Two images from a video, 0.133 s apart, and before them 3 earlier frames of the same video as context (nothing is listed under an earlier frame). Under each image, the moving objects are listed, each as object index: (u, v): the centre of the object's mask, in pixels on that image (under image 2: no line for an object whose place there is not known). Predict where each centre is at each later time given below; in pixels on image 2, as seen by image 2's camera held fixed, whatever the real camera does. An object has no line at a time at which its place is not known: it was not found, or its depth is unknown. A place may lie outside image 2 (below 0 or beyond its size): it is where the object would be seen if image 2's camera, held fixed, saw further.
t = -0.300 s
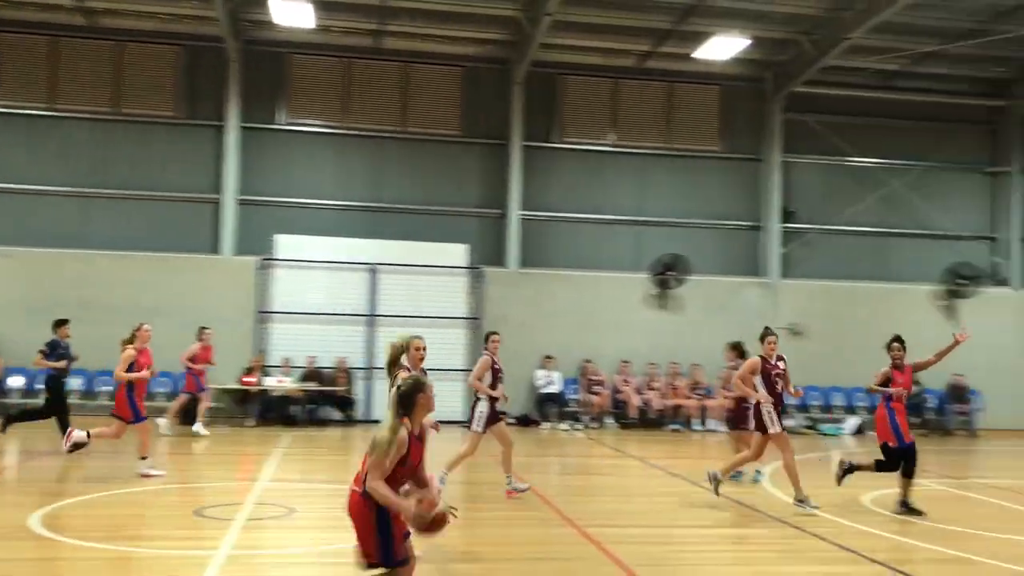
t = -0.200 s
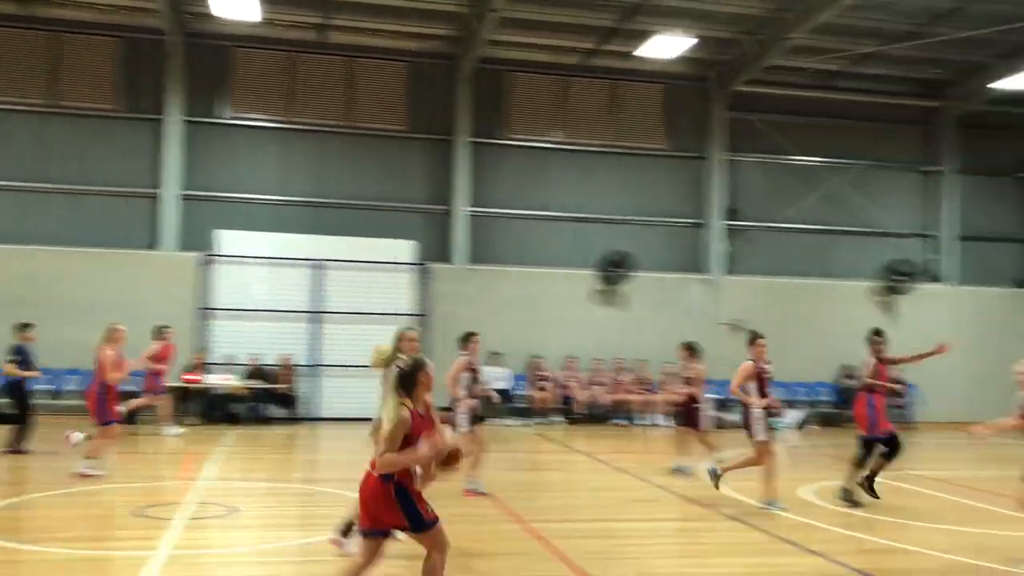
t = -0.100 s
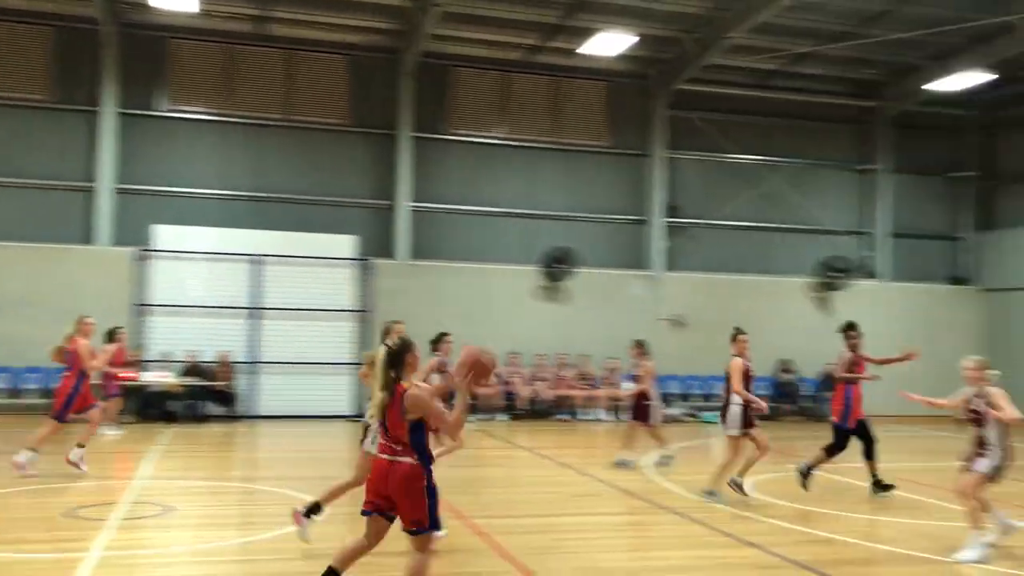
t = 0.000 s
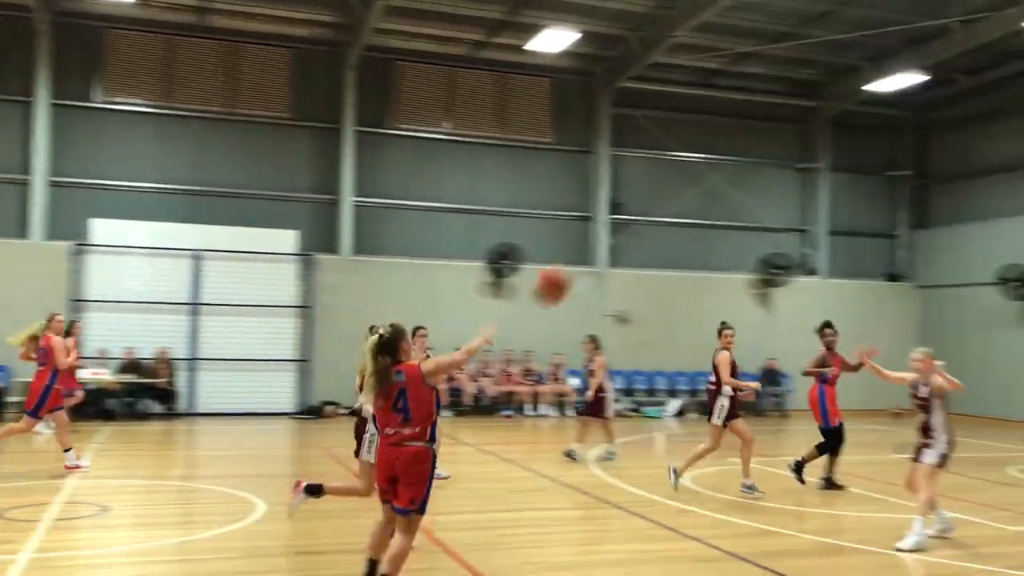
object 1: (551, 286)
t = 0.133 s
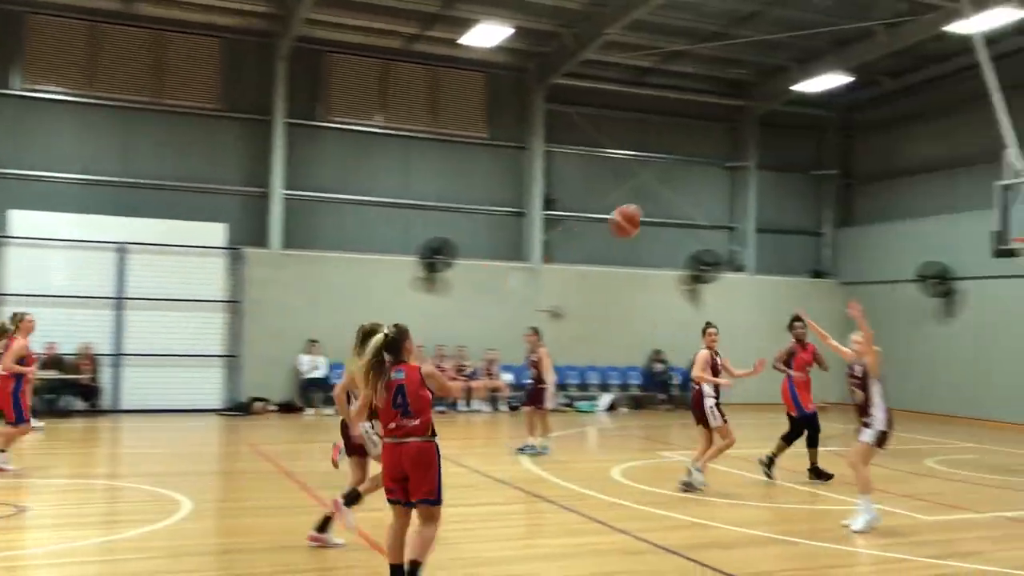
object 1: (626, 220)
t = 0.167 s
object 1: (657, 212)
